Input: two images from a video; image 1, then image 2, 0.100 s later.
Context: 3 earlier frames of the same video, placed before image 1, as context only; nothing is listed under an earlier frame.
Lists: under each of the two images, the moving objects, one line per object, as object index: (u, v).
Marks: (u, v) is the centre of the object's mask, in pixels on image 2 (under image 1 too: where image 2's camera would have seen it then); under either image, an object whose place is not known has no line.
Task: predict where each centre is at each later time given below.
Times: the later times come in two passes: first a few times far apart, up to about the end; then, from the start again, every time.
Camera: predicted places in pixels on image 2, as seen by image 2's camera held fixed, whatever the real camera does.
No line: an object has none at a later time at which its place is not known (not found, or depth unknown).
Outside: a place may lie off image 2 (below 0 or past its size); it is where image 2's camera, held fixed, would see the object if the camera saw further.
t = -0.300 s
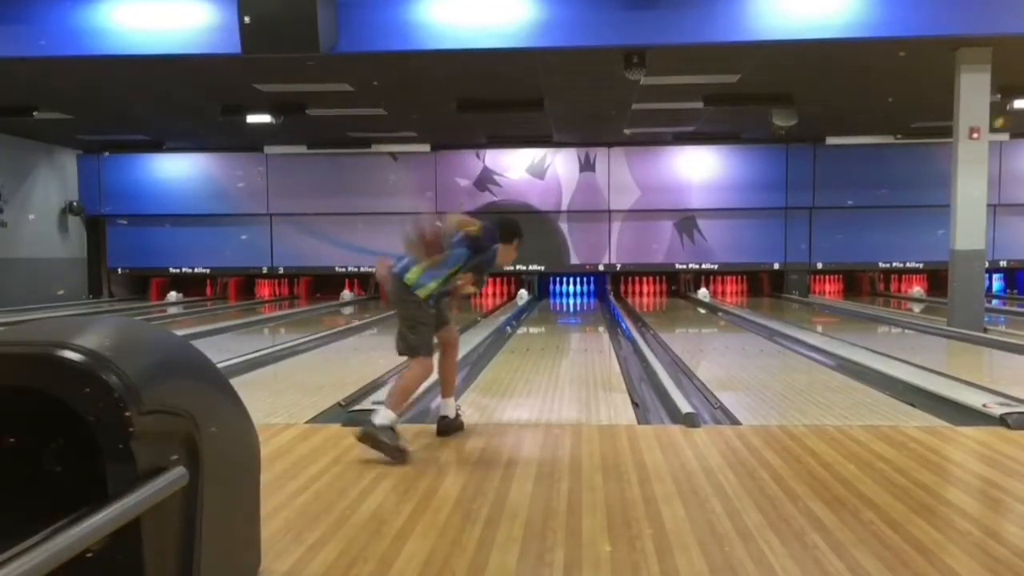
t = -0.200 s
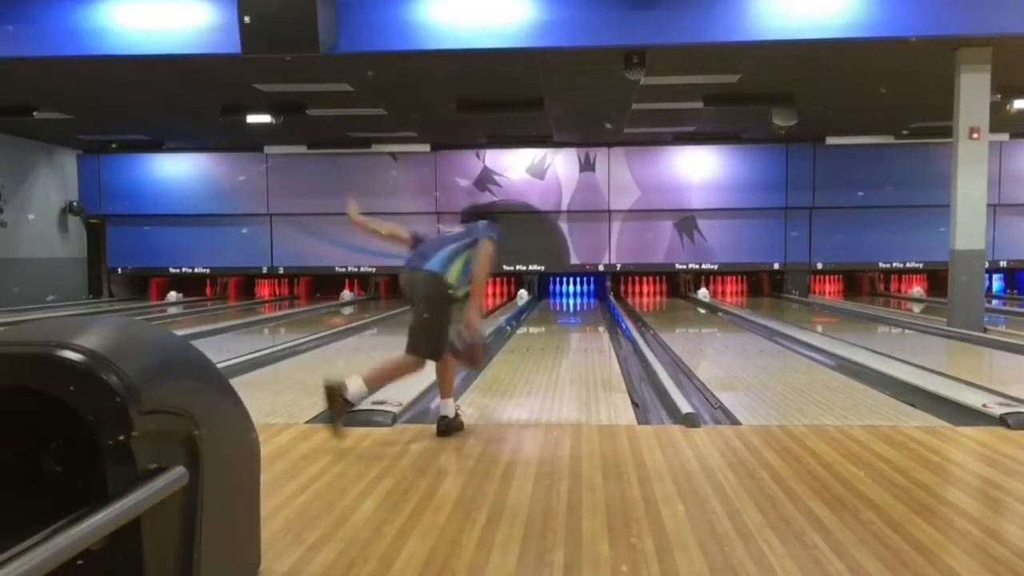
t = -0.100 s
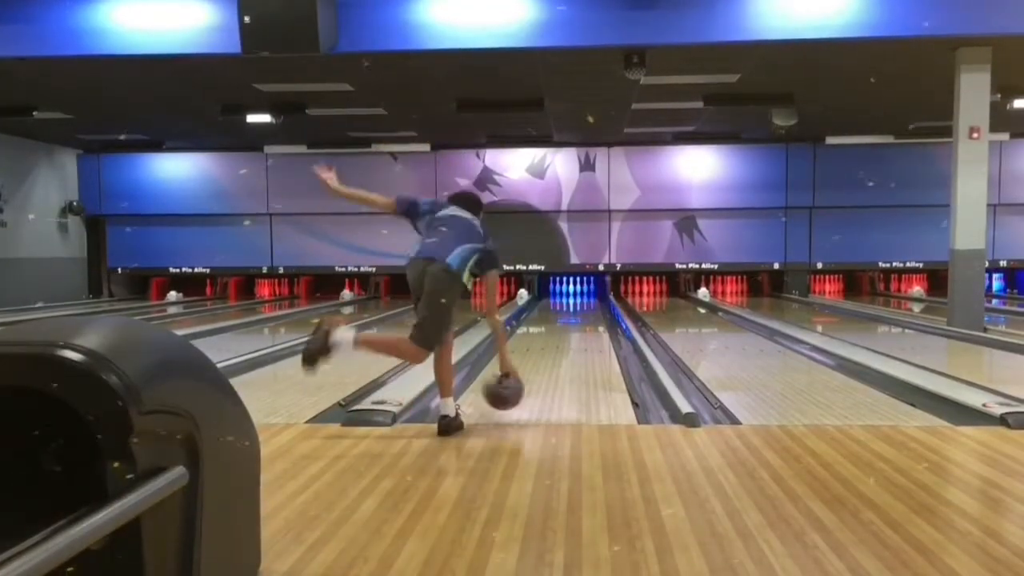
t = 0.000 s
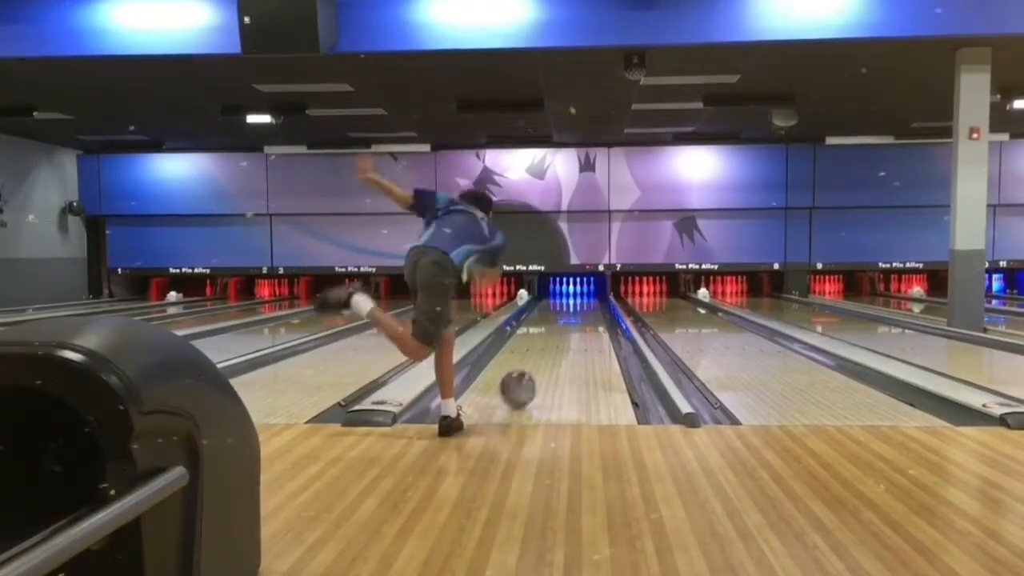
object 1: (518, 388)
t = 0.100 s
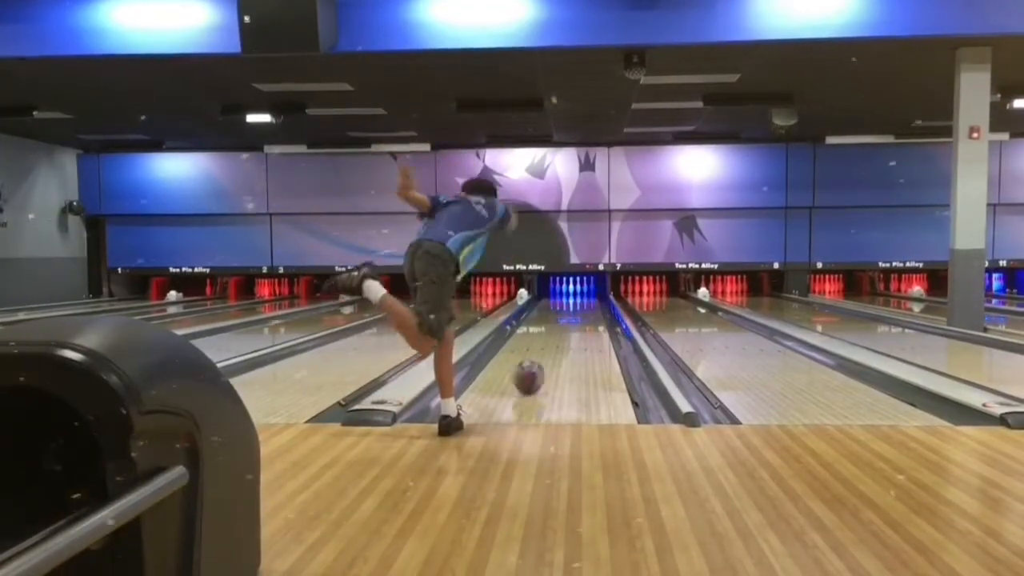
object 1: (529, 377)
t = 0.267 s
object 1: (543, 361)
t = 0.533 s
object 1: (557, 342)
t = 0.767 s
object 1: (566, 332)
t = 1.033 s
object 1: (574, 322)
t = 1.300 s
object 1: (579, 315)
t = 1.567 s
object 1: (583, 309)
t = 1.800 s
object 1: (586, 305)
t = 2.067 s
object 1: (587, 301)
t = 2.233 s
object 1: (586, 301)
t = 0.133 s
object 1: (531, 374)
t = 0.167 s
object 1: (534, 370)
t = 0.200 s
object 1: (536, 367)
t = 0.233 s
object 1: (539, 363)
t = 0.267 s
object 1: (543, 361)
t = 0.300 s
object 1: (544, 359)
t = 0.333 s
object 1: (546, 356)
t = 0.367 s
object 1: (548, 353)
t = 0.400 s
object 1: (550, 350)
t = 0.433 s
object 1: (552, 349)
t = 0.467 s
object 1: (554, 347)
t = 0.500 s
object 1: (556, 344)
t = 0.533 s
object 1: (557, 342)
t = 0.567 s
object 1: (558, 340)
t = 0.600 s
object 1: (560, 339)
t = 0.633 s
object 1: (561, 338)
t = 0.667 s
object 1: (562, 336)
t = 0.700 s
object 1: (563, 334)
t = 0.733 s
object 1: (565, 333)
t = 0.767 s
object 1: (566, 332)
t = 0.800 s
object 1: (567, 330)
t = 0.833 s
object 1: (568, 329)
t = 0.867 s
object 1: (569, 328)
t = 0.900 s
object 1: (570, 326)
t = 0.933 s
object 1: (569, 325)
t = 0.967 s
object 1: (573, 325)
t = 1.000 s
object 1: (573, 323)
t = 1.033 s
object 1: (574, 322)
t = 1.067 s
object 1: (574, 320)
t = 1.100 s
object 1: (573, 319)
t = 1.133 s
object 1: (576, 320)
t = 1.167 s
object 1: (577, 319)
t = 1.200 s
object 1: (578, 317)
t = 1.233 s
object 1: (577, 315)
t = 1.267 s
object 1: (577, 315)
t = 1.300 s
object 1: (579, 315)
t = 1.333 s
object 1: (581, 315)
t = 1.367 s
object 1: (581, 313)
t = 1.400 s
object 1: (581, 312)
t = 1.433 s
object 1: (581, 311)
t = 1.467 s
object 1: (582, 311)
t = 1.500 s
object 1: (583, 310)
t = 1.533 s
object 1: (583, 310)
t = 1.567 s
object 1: (583, 309)
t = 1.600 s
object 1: (583, 308)
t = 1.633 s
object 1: (584, 308)
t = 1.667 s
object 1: (584, 307)
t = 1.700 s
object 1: (585, 307)
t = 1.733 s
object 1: (586, 306)
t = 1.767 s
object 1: (586, 305)
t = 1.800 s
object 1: (586, 305)
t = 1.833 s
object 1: (586, 305)
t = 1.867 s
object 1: (586, 304)
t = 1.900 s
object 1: (586, 303)
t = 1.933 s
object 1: (587, 302)
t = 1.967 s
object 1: (587, 302)
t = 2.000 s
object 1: (586, 302)
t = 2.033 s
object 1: (587, 301)
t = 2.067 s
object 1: (587, 301)
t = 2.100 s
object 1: (587, 300)
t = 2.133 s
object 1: (587, 300)
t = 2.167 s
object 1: (587, 300)
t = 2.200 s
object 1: (587, 299)
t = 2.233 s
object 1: (586, 301)
